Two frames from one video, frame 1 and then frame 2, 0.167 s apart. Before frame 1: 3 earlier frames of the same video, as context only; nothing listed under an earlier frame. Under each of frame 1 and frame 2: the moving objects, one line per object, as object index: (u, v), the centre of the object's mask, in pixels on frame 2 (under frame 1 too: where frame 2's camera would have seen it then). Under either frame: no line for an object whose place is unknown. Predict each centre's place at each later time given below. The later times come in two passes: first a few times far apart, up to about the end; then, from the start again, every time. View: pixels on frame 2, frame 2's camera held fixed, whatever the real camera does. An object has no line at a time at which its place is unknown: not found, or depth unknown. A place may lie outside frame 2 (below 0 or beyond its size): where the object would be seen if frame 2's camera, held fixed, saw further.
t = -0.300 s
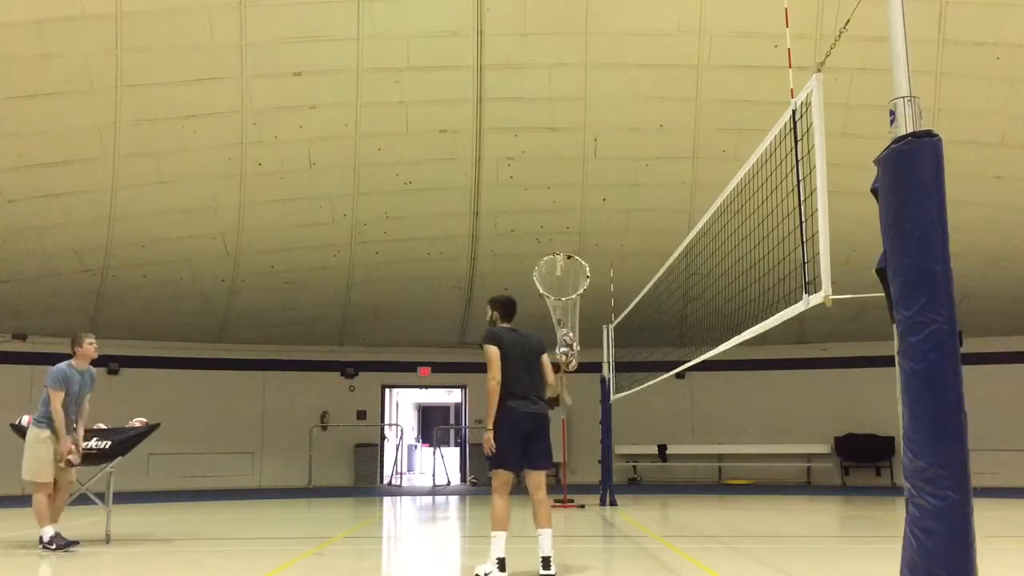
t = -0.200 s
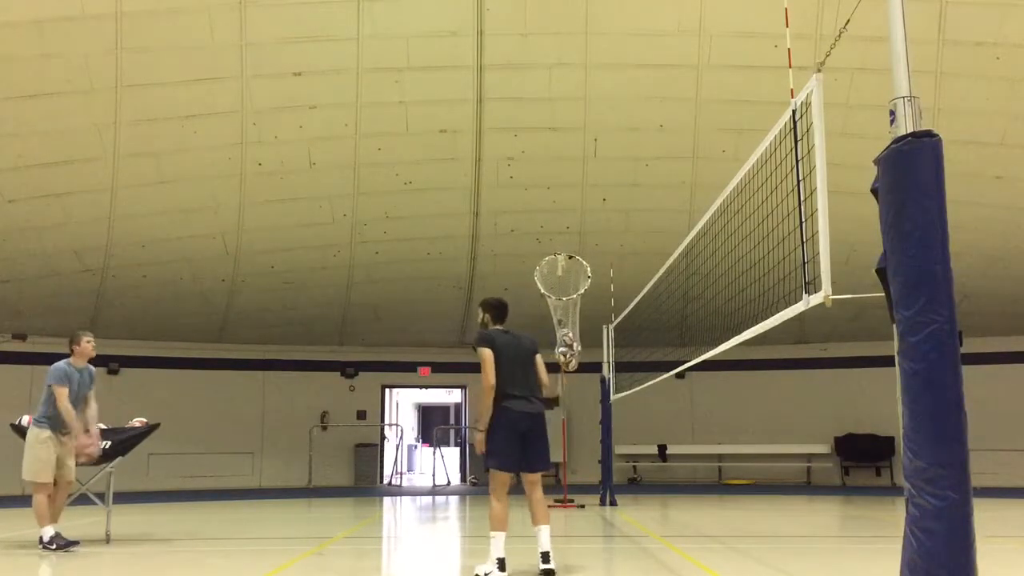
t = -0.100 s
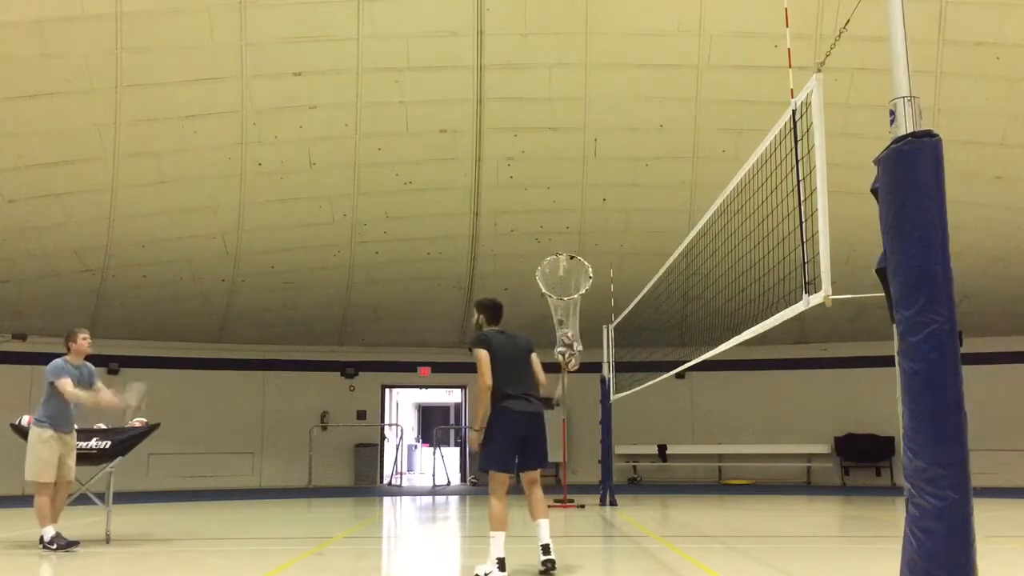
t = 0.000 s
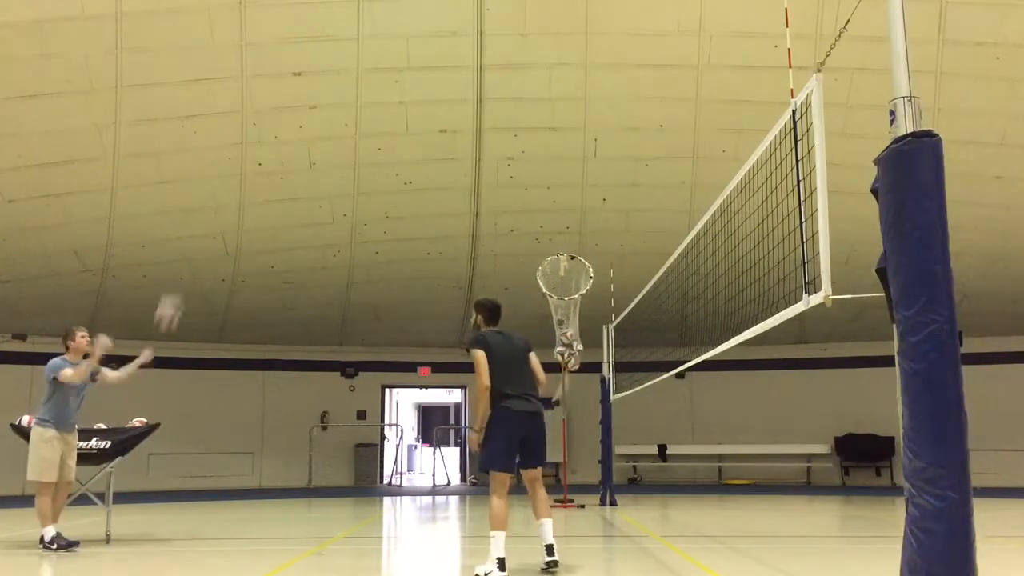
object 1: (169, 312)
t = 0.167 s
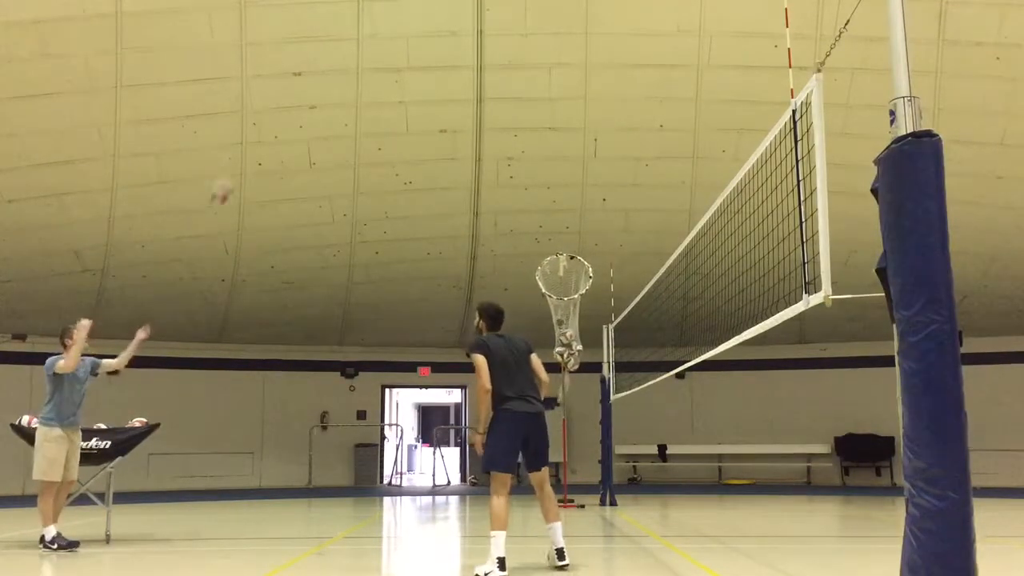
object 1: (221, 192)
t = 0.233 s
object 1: (242, 153)
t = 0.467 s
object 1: (310, 55)
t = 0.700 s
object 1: (376, 16)
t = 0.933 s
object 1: (442, 38)
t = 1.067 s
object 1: (482, 76)
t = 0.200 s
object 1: (231, 173)
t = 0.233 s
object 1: (242, 153)
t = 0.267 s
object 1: (252, 136)
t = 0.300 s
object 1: (262, 119)
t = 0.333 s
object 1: (271, 106)
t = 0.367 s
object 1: (280, 90)
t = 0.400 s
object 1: (291, 76)
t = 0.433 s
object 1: (301, 65)
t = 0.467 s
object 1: (310, 55)
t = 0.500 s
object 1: (319, 46)
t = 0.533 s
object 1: (329, 38)
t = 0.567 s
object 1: (338, 31)
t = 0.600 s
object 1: (347, 25)
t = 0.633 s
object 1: (357, 21)
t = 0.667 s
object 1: (366, 18)
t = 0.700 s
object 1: (376, 16)
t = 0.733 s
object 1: (386, 15)
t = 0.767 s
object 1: (396, 16)
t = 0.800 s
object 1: (404, 17)
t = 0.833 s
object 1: (414, 21)
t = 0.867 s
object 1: (424, 25)
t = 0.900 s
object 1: (433, 31)
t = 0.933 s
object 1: (442, 38)
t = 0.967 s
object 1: (451, 44)
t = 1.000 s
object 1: (461, 53)
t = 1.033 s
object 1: (472, 65)
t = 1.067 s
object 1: (482, 76)
